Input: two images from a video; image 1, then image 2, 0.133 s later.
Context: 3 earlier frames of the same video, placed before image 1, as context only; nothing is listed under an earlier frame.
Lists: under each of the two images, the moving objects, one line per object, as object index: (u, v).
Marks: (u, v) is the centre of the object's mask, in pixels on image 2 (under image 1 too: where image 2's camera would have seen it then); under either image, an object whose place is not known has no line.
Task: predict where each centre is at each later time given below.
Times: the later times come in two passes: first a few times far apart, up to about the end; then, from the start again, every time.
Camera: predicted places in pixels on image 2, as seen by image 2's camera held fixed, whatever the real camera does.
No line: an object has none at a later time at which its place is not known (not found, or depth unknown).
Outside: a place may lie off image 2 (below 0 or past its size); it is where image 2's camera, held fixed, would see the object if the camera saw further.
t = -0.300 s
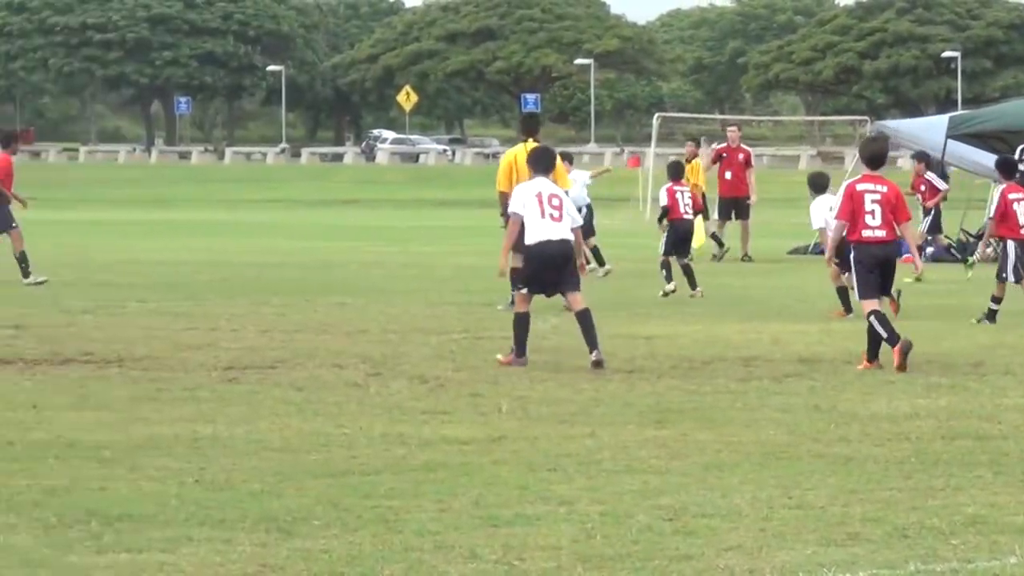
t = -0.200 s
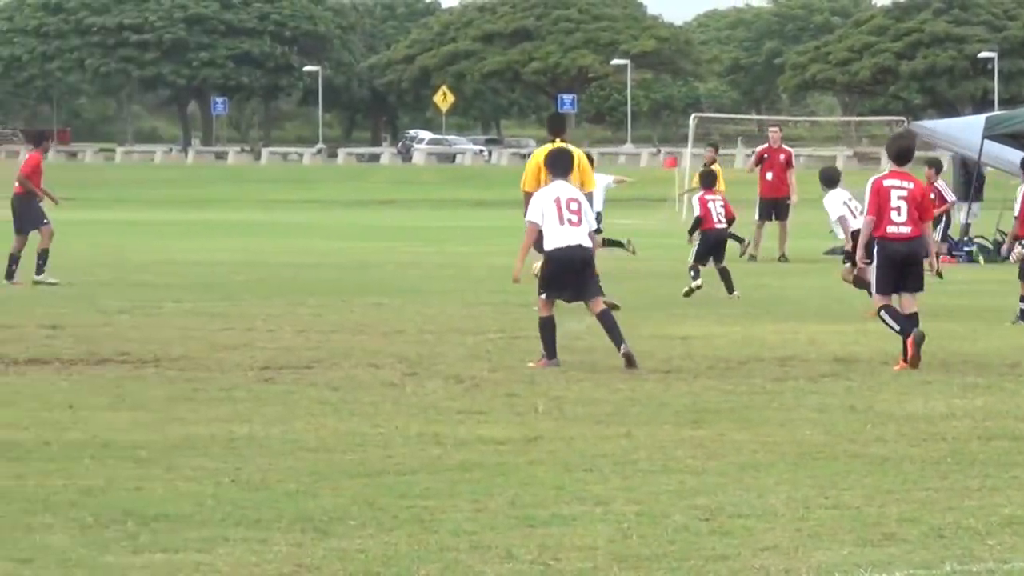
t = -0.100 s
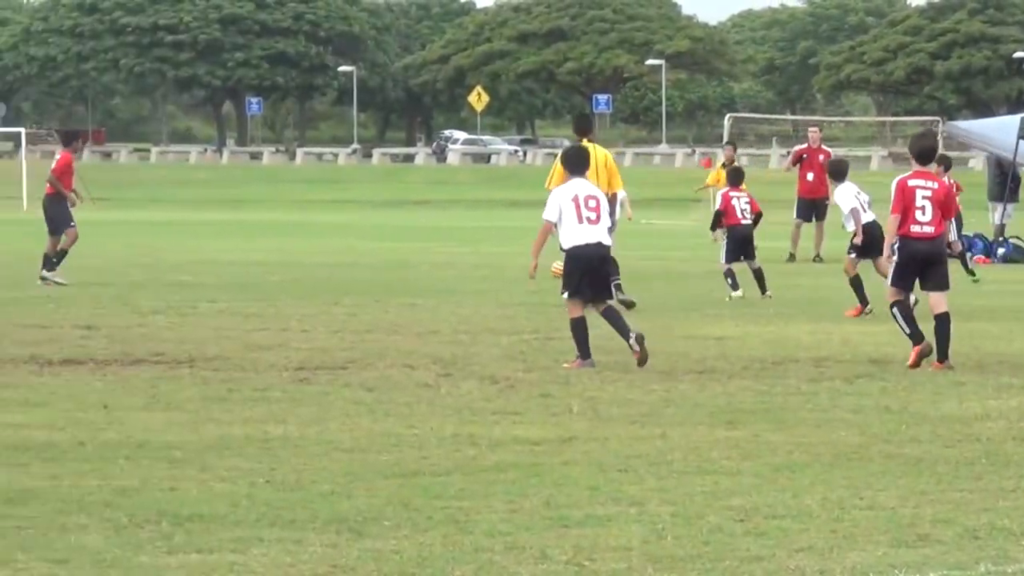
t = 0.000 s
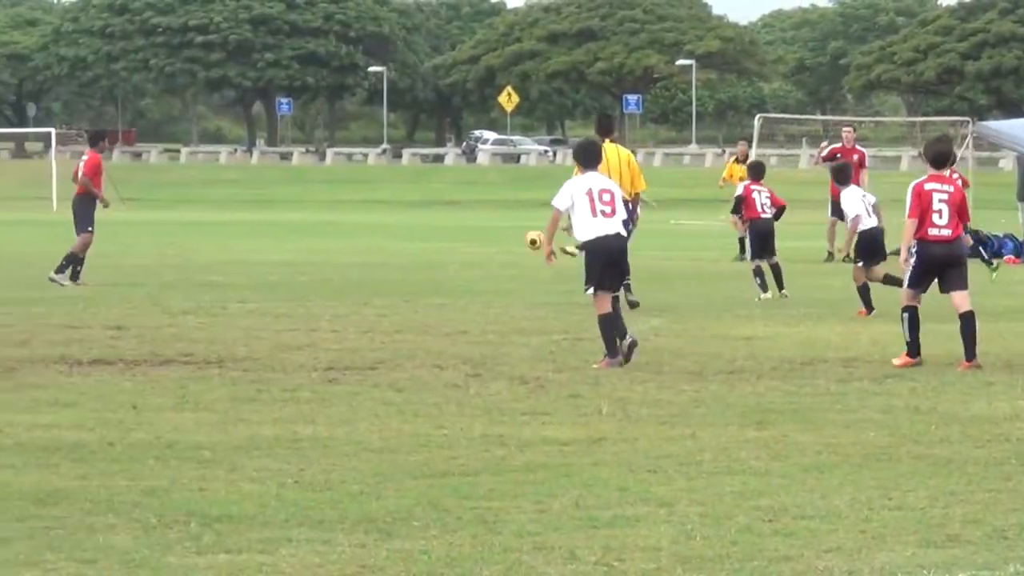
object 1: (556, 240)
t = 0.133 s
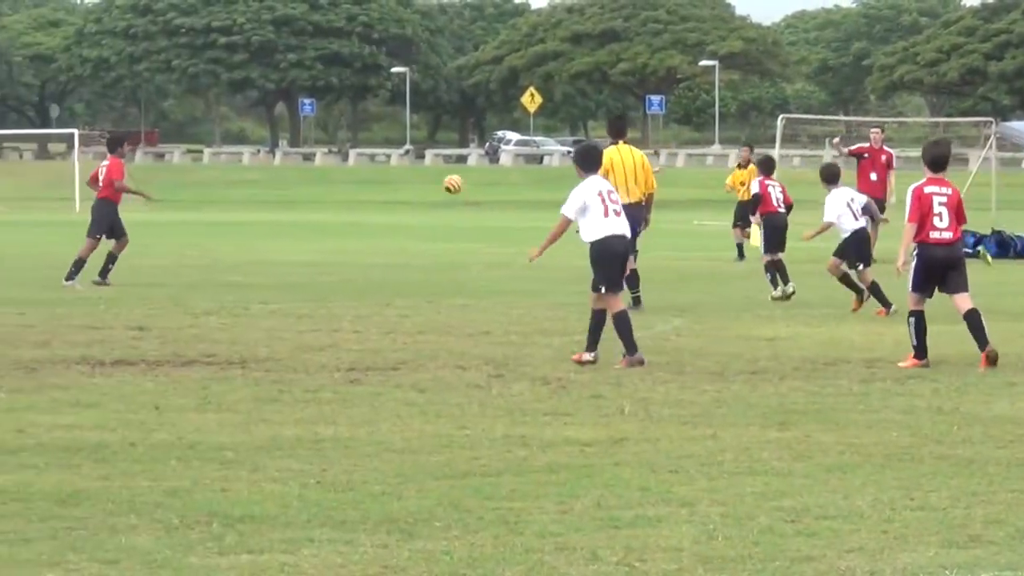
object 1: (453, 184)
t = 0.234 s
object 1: (375, 150)
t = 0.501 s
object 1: (159, 96)
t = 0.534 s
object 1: (131, 94)
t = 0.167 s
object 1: (426, 172)
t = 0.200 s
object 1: (400, 160)
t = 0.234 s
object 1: (375, 150)
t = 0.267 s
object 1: (348, 139)
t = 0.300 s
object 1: (322, 130)
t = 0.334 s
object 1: (295, 122)
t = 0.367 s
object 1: (269, 116)
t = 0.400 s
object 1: (242, 109)
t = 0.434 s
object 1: (214, 104)
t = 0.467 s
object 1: (187, 100)
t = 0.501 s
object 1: (159, 96)
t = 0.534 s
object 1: (131, 94)
